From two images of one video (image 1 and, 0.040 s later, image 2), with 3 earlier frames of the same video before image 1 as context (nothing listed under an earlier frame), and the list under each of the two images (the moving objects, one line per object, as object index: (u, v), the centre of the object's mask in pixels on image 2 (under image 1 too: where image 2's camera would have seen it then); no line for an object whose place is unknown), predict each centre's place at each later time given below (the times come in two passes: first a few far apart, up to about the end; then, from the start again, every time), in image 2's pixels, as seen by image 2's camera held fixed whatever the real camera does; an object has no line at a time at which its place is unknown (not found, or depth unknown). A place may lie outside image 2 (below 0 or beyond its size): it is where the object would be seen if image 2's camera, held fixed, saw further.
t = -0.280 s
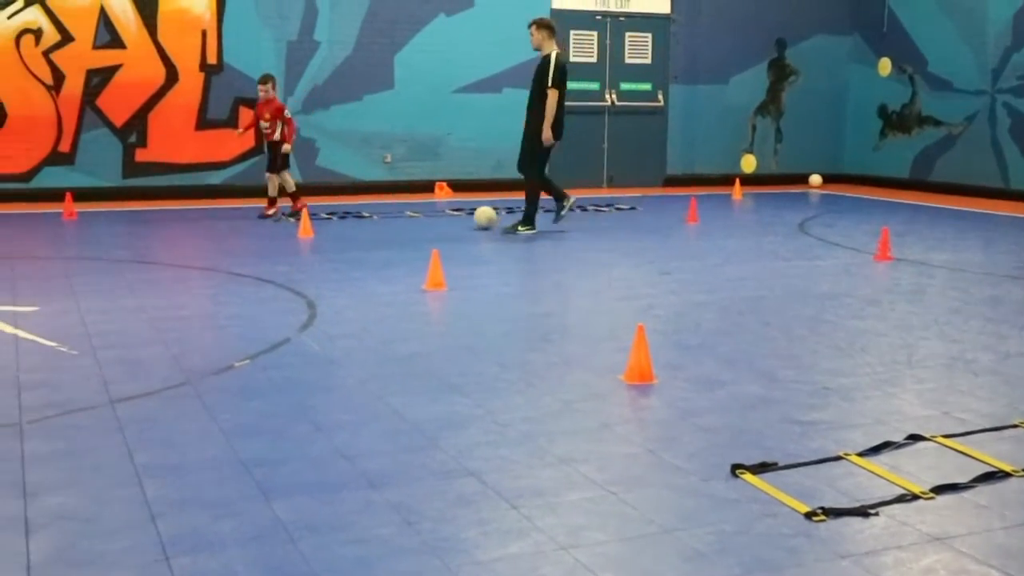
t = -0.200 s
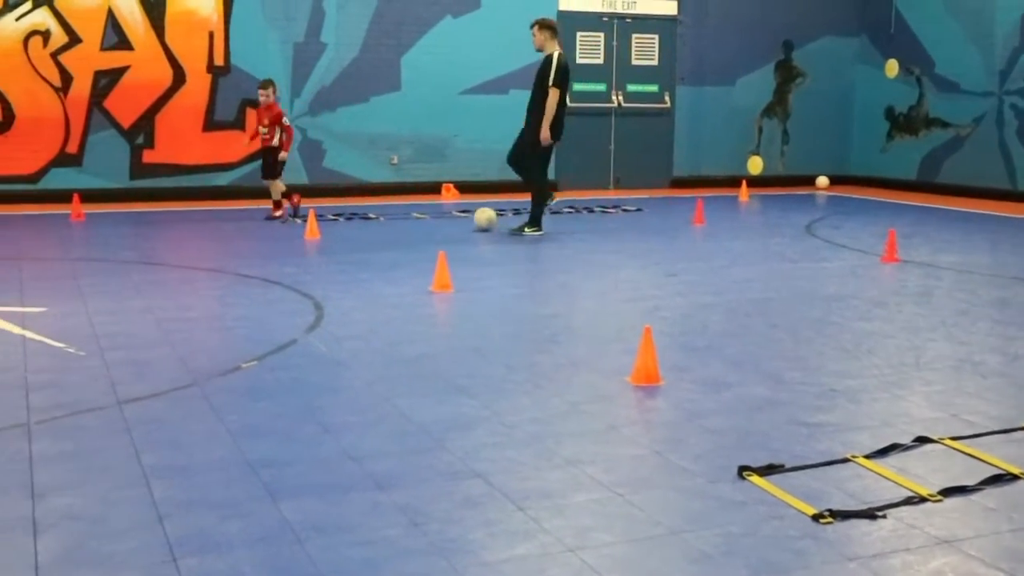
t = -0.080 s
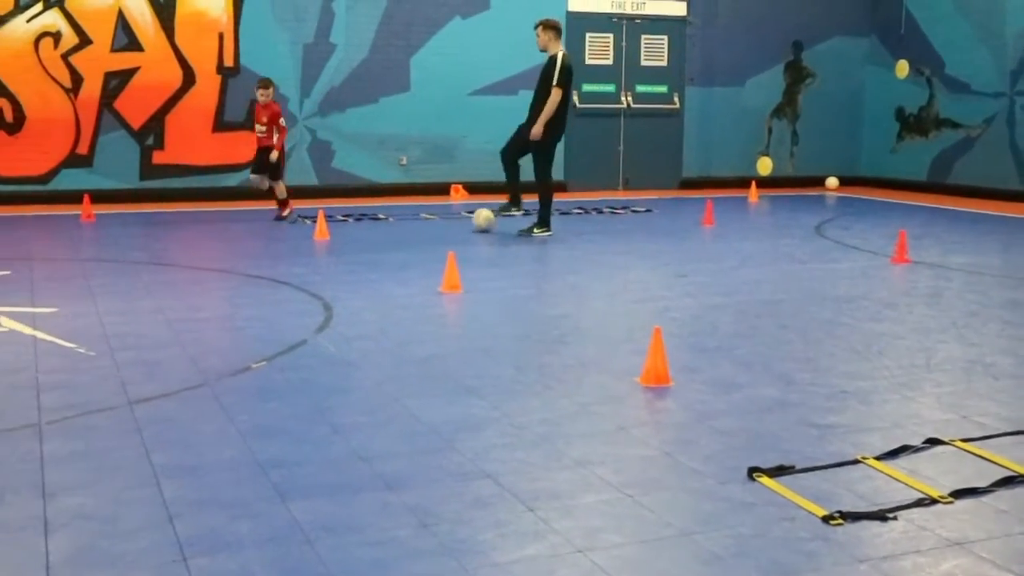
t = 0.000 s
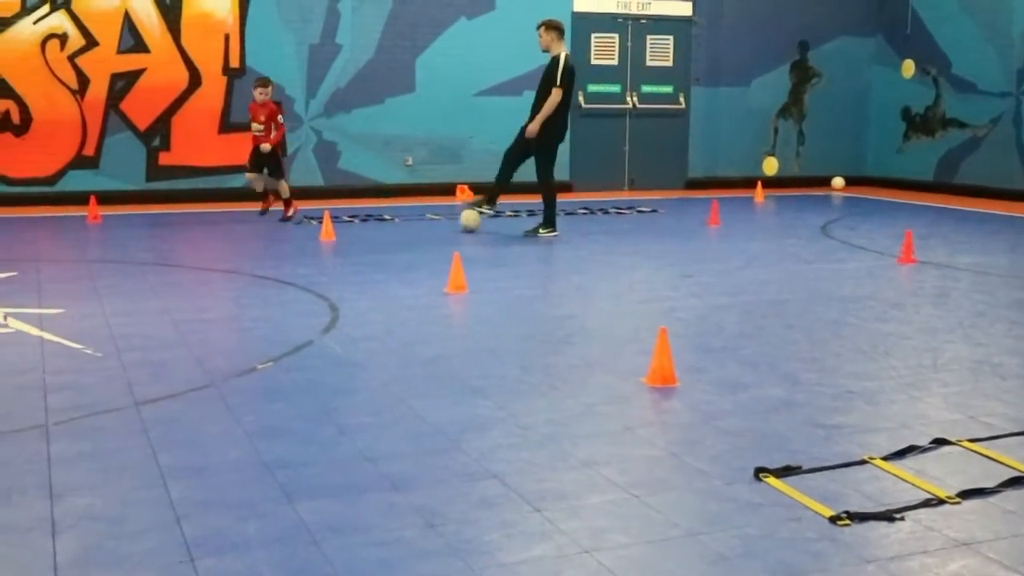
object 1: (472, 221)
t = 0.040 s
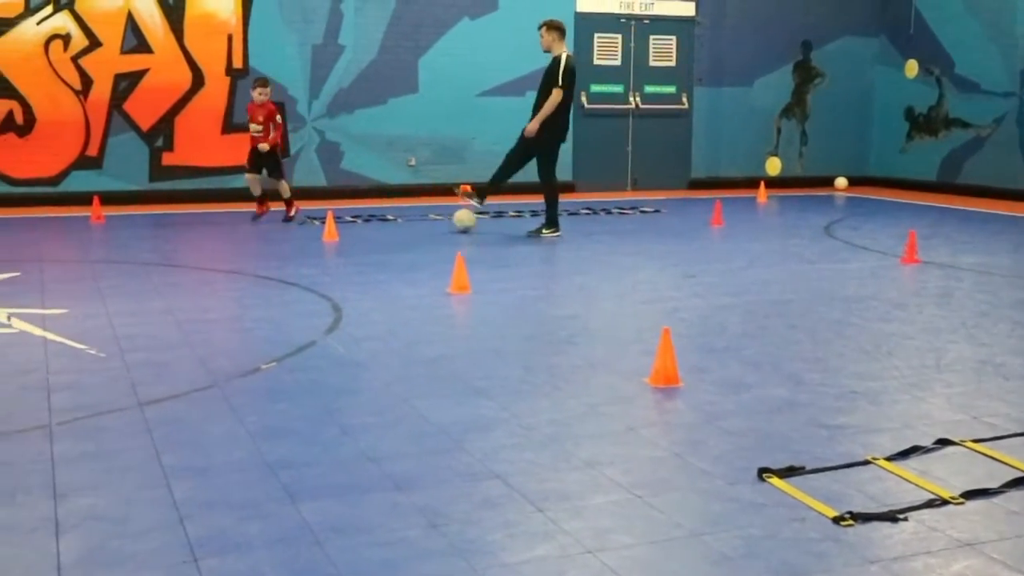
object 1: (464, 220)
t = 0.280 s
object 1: (410, 220)
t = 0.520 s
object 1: (358, 220)
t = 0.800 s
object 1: (297, 221)
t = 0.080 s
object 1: (455, 220)
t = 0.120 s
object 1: (446, 220)
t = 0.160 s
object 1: (437, 220)
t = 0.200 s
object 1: (428, 220)
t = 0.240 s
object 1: (420, 220)
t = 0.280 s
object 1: (410, 220)
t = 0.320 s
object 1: (402, 220)
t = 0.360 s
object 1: (393, 220)
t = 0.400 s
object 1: (384, 220)
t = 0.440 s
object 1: (375, 220)
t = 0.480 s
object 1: (367, 220)
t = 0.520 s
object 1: (358, 220)
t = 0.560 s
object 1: (349, 220)
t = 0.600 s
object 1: (343, 220)
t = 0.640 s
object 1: (335, 217)
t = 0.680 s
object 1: (320, 219)
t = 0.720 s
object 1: (314, 220)
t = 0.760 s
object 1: (306, 221)
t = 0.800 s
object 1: (297, 221)
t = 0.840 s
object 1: (288, 221)
